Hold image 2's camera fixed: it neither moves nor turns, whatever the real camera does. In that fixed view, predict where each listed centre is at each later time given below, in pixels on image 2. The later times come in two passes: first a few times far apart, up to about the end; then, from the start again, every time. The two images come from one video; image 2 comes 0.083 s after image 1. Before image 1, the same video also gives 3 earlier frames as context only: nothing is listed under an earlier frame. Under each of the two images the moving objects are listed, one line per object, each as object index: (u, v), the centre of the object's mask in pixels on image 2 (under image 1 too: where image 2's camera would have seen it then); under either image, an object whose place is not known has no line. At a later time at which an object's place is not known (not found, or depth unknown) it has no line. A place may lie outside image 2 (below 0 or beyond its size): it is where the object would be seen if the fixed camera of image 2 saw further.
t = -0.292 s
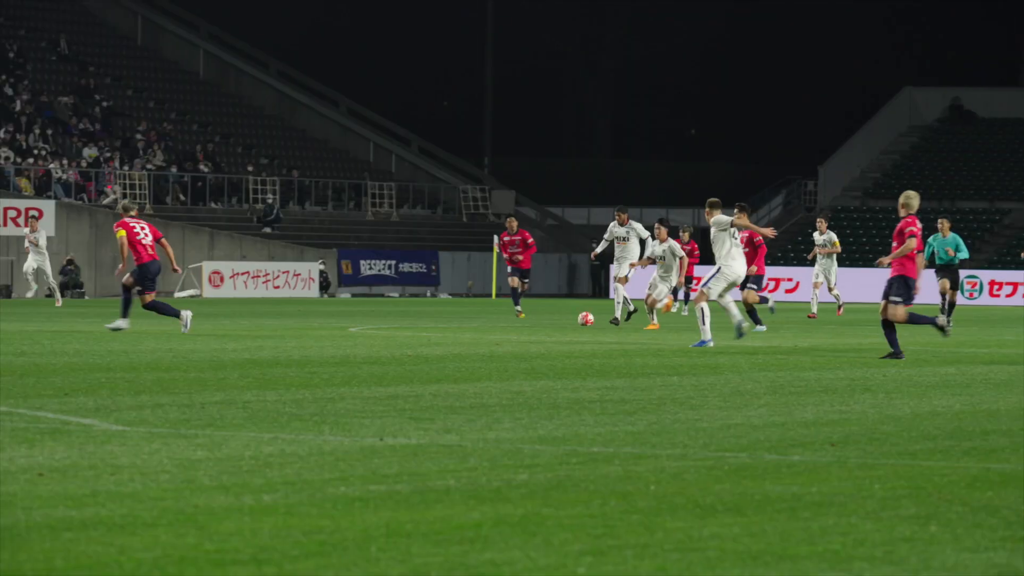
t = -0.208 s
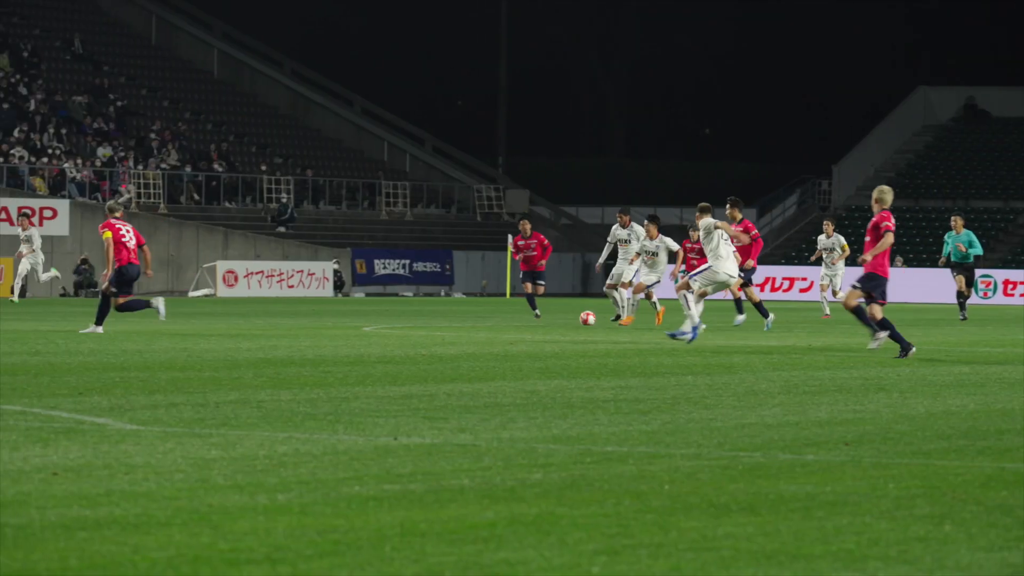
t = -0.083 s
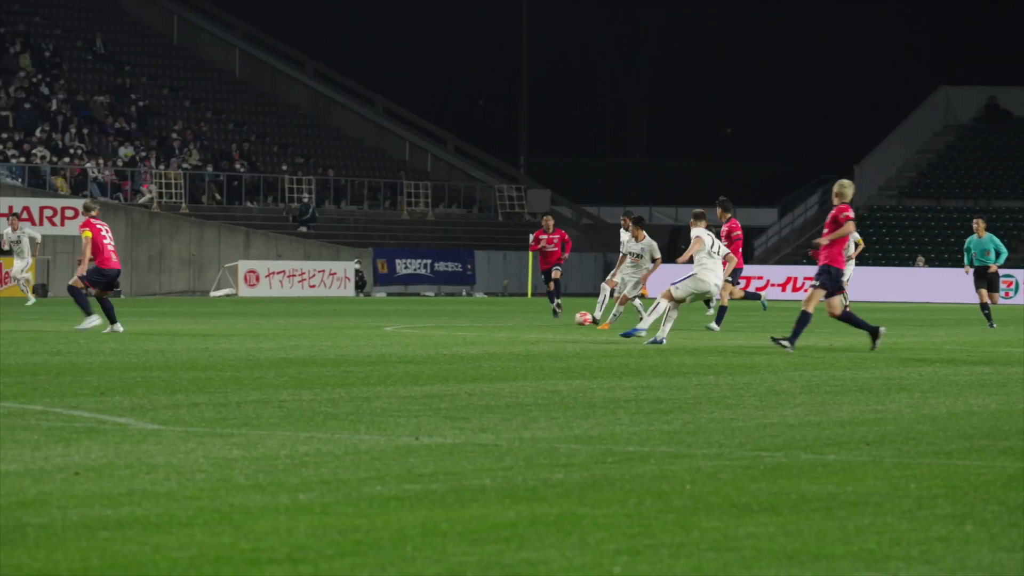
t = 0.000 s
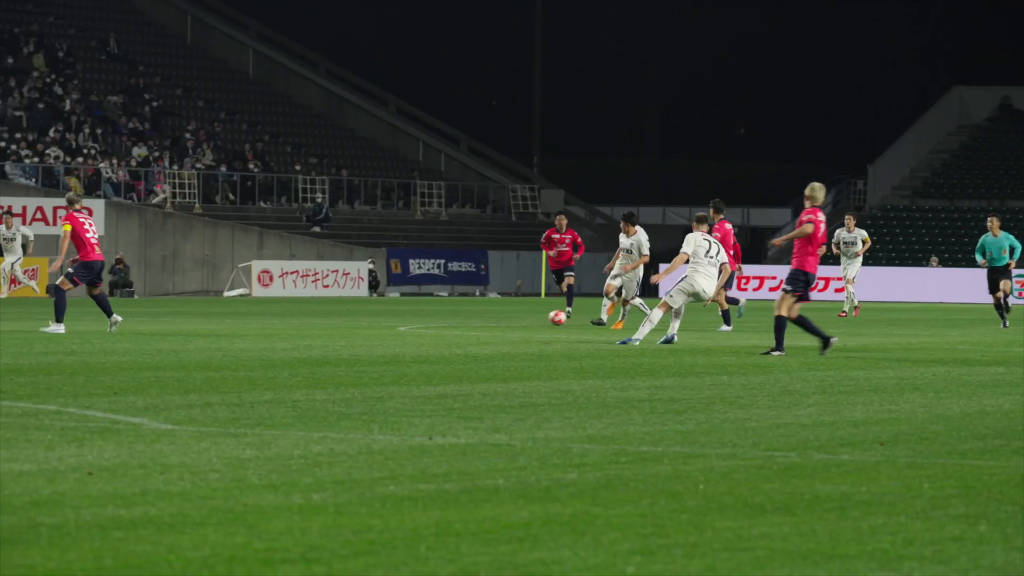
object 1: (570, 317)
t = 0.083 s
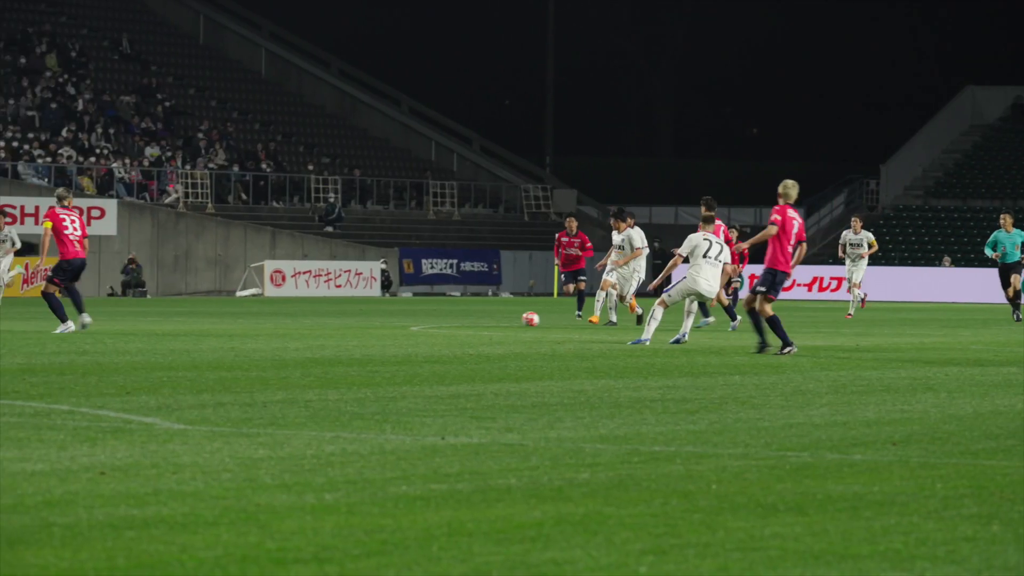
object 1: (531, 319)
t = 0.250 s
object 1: (457, 319)
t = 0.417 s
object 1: (385, 321)
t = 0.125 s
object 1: (512, 317)
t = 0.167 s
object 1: (494, 317)
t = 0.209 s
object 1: (475, 318)
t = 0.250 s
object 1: (457, 319)
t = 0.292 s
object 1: (439, 319)
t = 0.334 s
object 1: (421, 318)
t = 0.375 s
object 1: (403, 319)
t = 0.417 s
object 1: (385, 321)
